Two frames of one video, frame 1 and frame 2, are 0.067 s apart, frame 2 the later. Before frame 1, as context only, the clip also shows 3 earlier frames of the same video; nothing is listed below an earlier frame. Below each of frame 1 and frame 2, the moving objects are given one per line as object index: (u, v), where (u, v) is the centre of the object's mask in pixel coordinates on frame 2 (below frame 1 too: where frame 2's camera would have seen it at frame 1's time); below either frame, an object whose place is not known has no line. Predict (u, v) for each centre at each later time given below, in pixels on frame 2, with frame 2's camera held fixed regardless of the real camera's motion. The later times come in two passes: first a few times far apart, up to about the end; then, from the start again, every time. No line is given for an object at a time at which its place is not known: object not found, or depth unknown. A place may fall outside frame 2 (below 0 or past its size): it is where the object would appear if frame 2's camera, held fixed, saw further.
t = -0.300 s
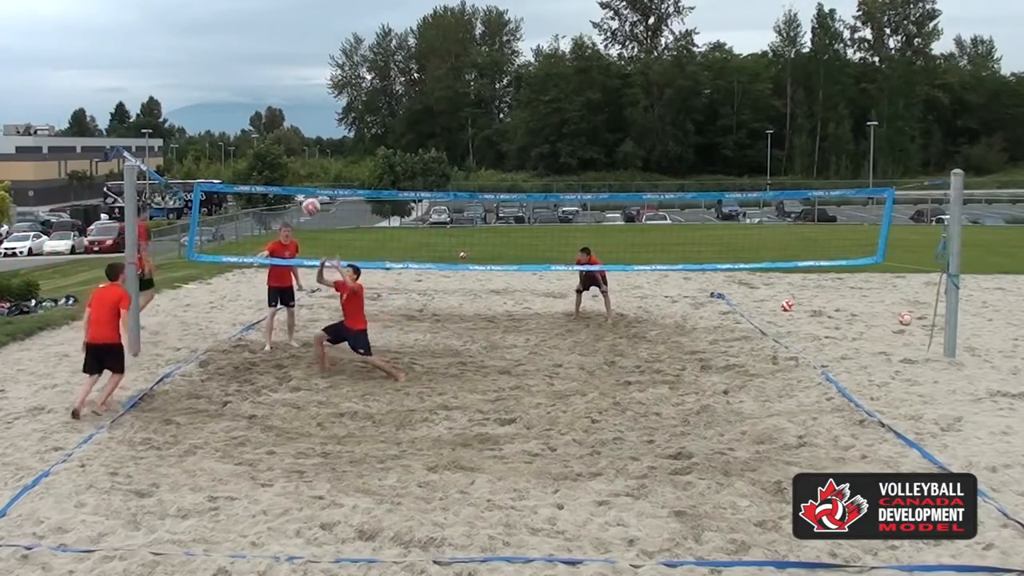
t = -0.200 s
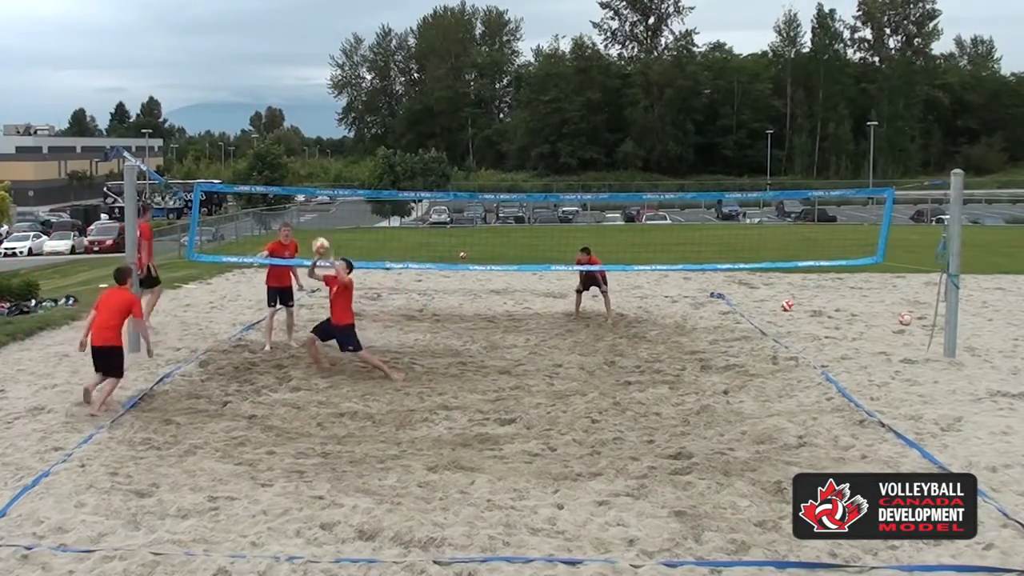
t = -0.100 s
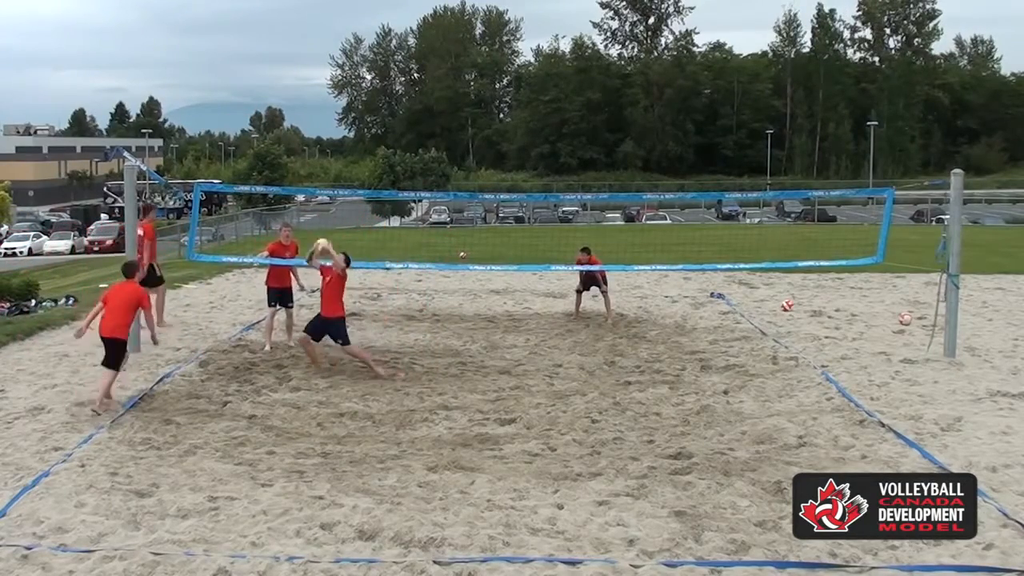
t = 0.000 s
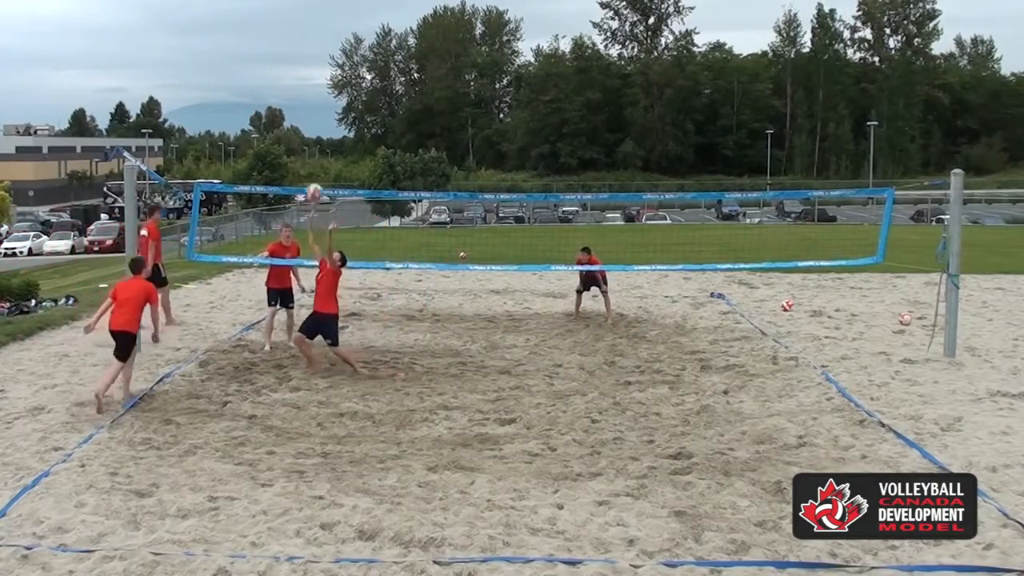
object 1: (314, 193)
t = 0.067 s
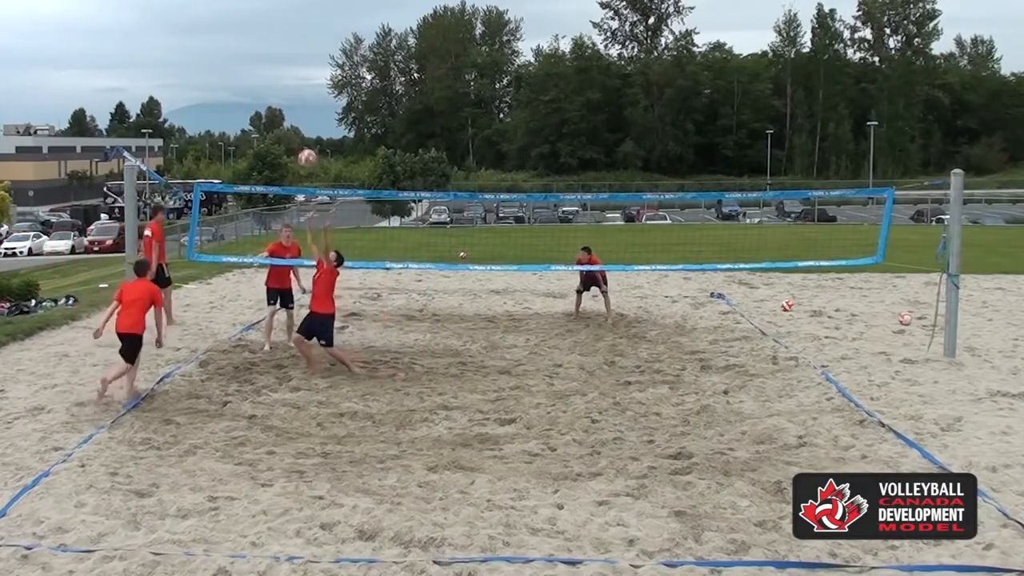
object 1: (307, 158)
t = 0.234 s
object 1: (291, 90)
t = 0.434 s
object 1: (271, 38)
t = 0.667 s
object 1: (247, 17)
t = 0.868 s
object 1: (227, 34)
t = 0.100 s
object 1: (304, 142)
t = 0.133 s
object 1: (301, 128)
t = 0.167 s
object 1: (298, 114)
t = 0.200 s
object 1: (295, 102)
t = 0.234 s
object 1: (291, 90)
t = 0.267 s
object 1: (287, 79)
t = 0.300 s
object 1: (284, 69)
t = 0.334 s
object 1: (281, 60)
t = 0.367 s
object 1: (277, 52)
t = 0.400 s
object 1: (274, 44)
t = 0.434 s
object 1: (271, 38)
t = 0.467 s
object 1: (267, 32)
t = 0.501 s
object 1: (264, 27)
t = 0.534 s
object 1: (260, 23)
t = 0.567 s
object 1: (257, 21)
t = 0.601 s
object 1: (254, 19)
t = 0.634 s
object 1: (250, 18)
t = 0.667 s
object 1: (247, 17)
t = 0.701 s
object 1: (244, 18)
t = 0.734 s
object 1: (240, 20)
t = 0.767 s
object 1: (237, 22)
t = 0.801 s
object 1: (234, 25)
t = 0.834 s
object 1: (230, 29)
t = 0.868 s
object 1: (227, 34)
